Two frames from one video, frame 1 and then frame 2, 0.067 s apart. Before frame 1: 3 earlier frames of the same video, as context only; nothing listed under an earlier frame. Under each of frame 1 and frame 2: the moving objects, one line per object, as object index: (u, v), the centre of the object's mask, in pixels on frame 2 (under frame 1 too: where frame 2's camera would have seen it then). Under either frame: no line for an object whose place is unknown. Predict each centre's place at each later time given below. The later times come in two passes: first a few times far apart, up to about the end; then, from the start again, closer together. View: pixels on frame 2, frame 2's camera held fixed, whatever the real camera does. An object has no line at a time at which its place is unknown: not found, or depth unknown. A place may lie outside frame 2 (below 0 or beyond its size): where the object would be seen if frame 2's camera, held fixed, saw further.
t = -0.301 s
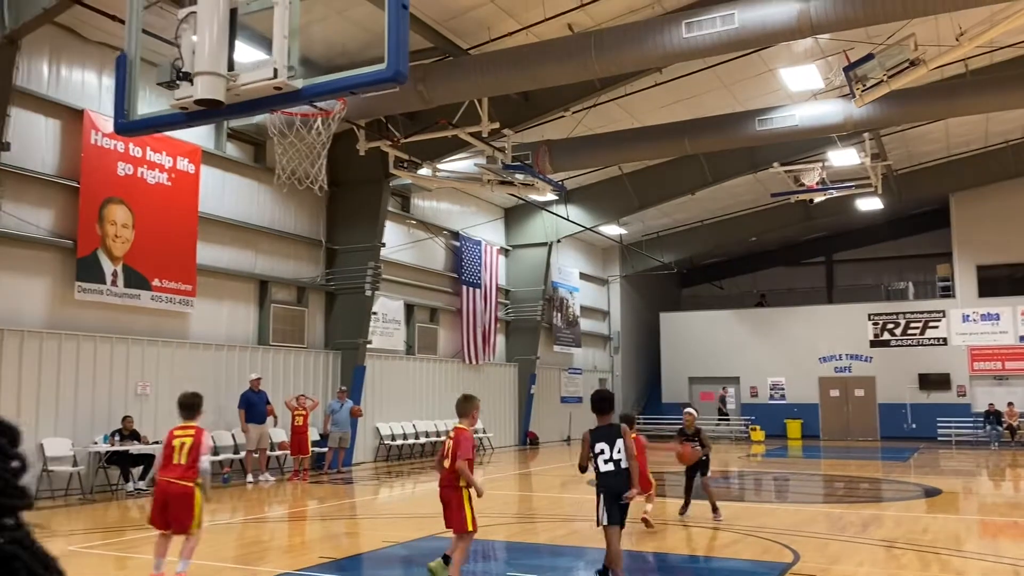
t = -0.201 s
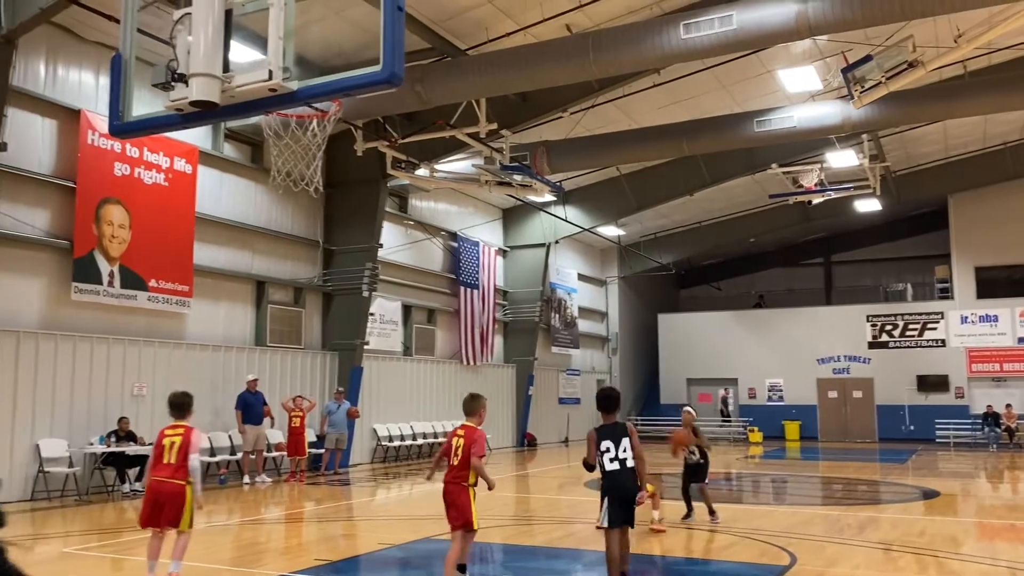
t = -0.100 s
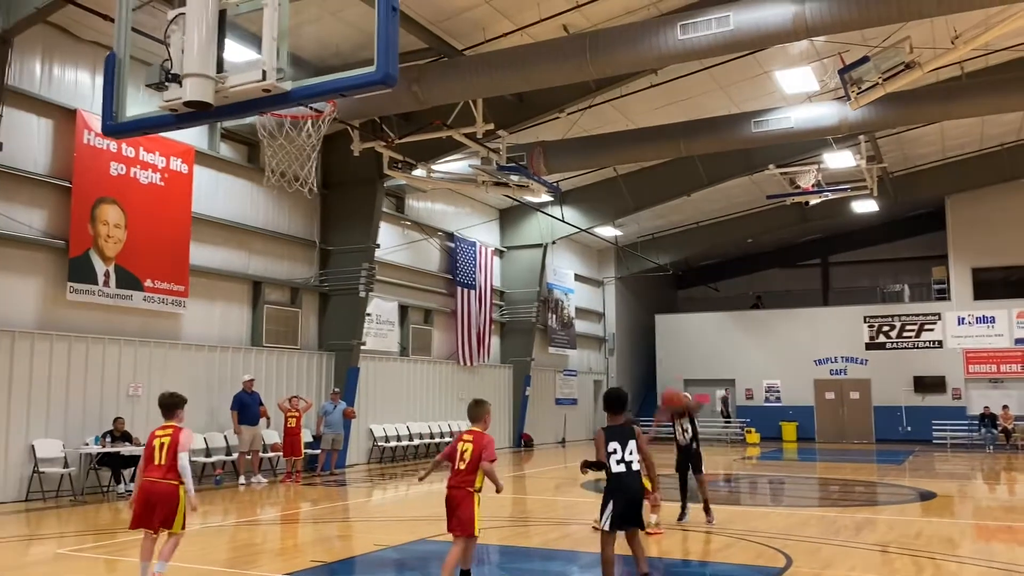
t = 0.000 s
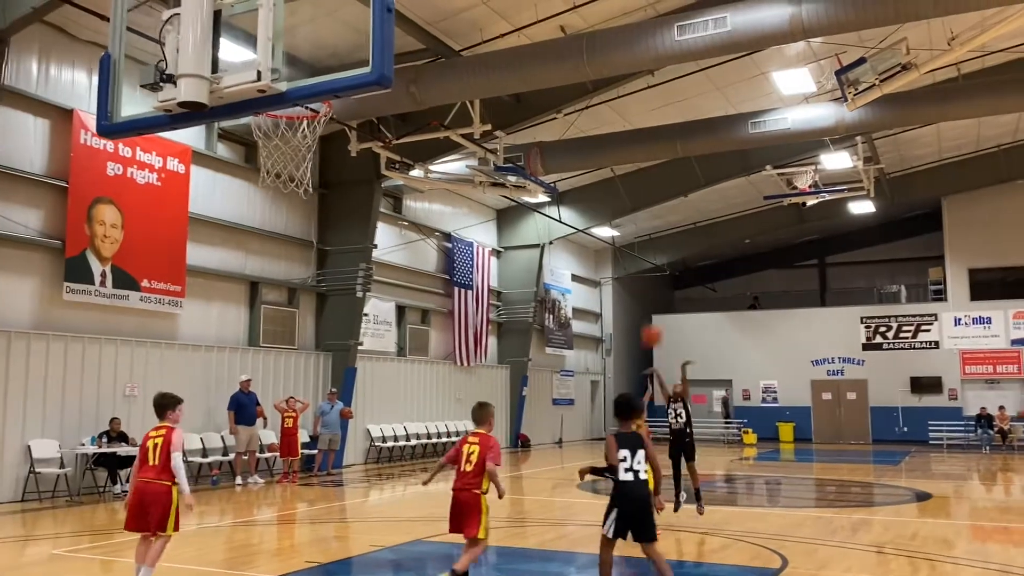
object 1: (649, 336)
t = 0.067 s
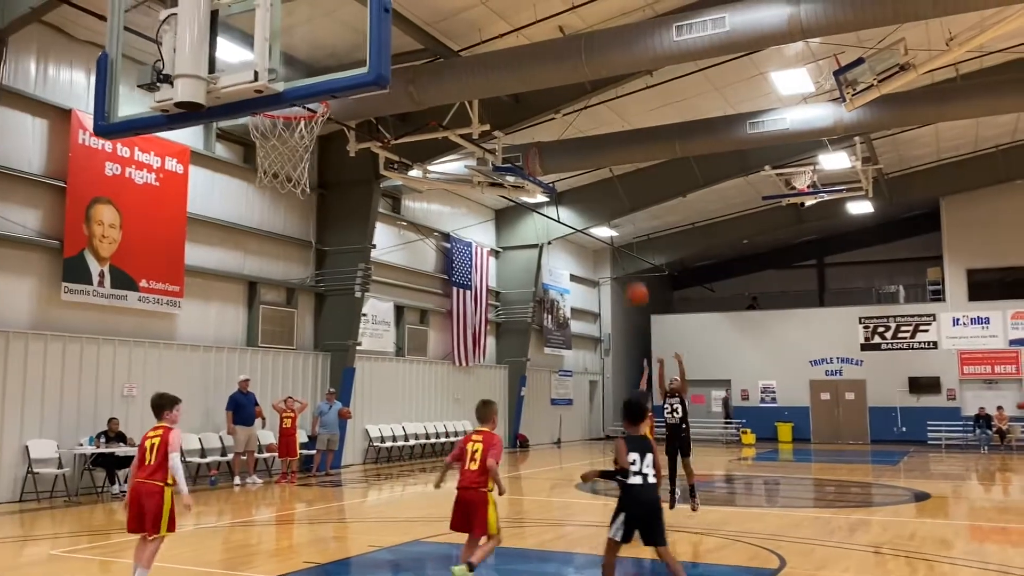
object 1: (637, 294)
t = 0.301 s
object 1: (593, 165)
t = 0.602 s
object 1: (523, 49)
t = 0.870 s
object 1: (435, 7)
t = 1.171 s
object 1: (297, 66)
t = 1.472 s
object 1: (320, 225)
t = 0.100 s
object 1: (632, 274)
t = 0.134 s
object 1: (625, 255)
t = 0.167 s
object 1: (621, 237)
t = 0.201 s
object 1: (613, 216)
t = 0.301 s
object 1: (593, 165)
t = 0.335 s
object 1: (585, 149)
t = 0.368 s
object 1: (578, 135)
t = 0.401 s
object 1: (570, 119)
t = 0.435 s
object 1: (564, 105)
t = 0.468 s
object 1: (555, 93)
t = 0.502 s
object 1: (548, 81)
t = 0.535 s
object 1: (539, 68)
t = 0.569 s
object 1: (530, 57)
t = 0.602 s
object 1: (523, 49)
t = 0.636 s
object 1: (512, 38)
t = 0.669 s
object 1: (502, 32)
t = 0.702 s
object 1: (492, 25)
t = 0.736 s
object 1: (482, 19)
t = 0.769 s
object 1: (471, 14)
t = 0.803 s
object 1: (460, 11)
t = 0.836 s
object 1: (447, 8)
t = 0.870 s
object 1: (435, 7)
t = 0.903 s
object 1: (423, 7)
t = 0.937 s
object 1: (409, 8)
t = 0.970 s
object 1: (401, 12)
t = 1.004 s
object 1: (394, 18)
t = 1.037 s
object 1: (356, 22)
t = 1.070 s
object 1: (347, 32)
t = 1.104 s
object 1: (329, 45)
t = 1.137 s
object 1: (312, 57)
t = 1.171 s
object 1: (297, 66)
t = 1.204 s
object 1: (284, 74)
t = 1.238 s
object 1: (275, 120)
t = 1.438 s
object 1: (312, 205)
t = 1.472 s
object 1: (320, 225)
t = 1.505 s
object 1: (325, 244)
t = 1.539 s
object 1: (331, 268)
